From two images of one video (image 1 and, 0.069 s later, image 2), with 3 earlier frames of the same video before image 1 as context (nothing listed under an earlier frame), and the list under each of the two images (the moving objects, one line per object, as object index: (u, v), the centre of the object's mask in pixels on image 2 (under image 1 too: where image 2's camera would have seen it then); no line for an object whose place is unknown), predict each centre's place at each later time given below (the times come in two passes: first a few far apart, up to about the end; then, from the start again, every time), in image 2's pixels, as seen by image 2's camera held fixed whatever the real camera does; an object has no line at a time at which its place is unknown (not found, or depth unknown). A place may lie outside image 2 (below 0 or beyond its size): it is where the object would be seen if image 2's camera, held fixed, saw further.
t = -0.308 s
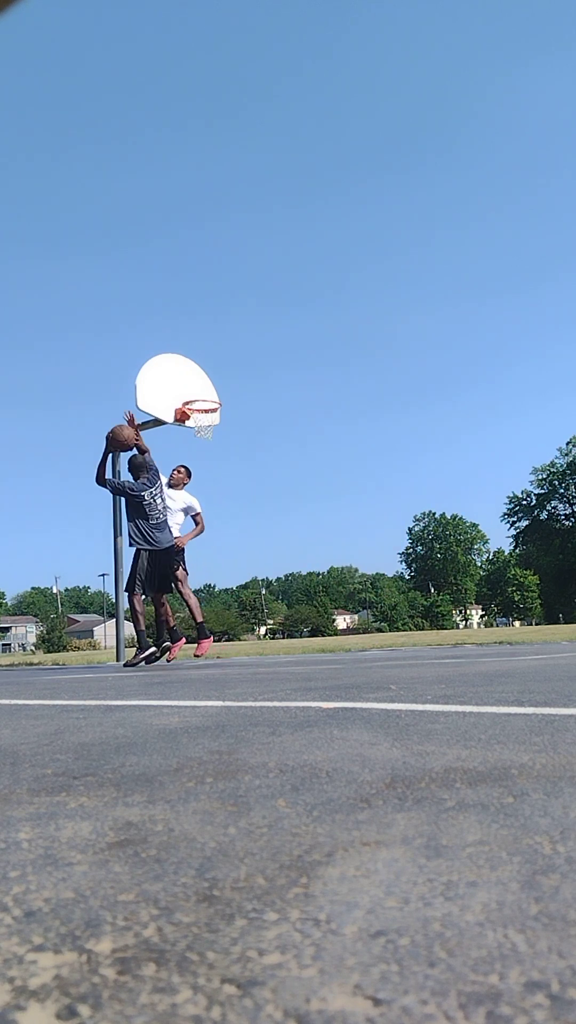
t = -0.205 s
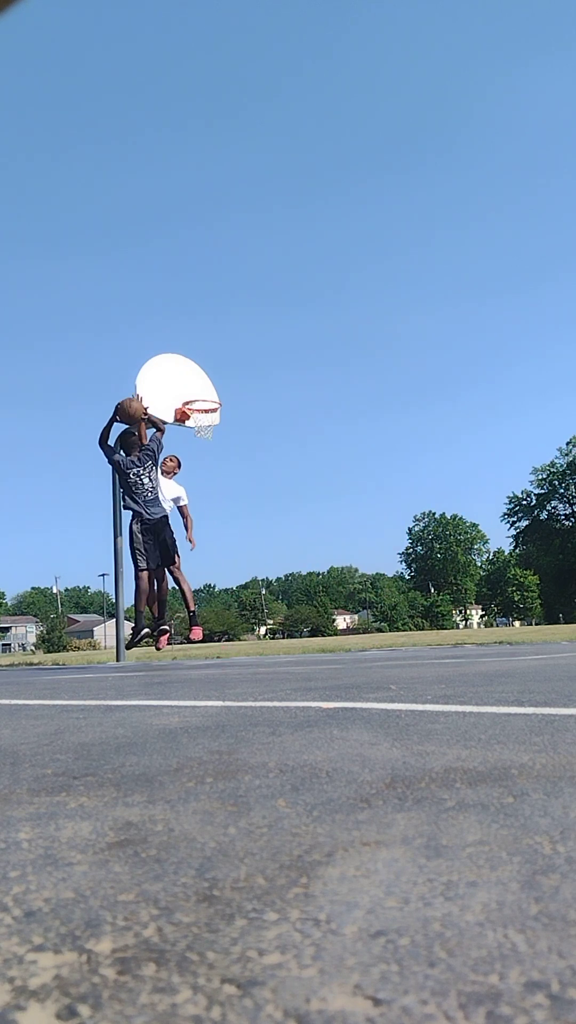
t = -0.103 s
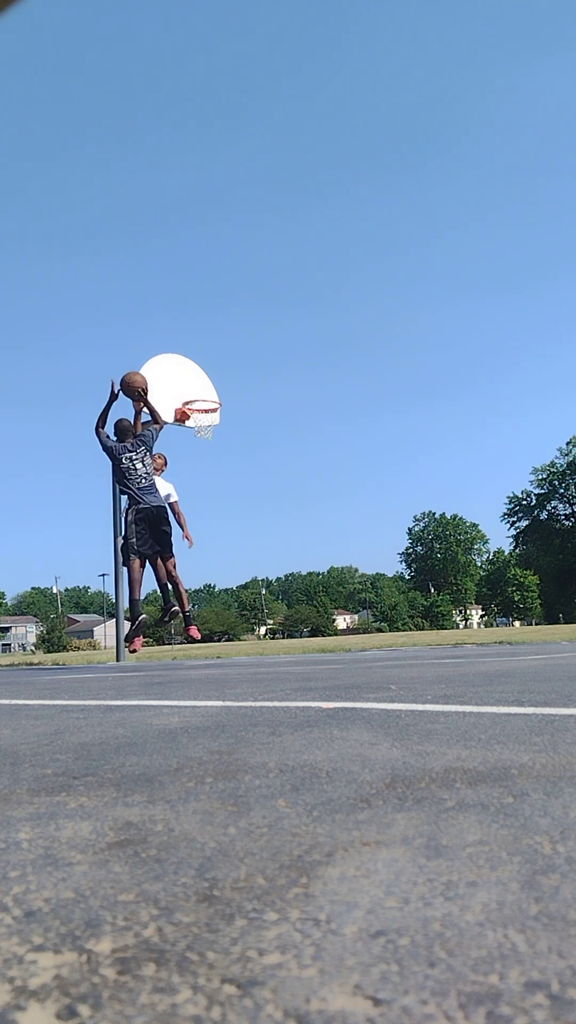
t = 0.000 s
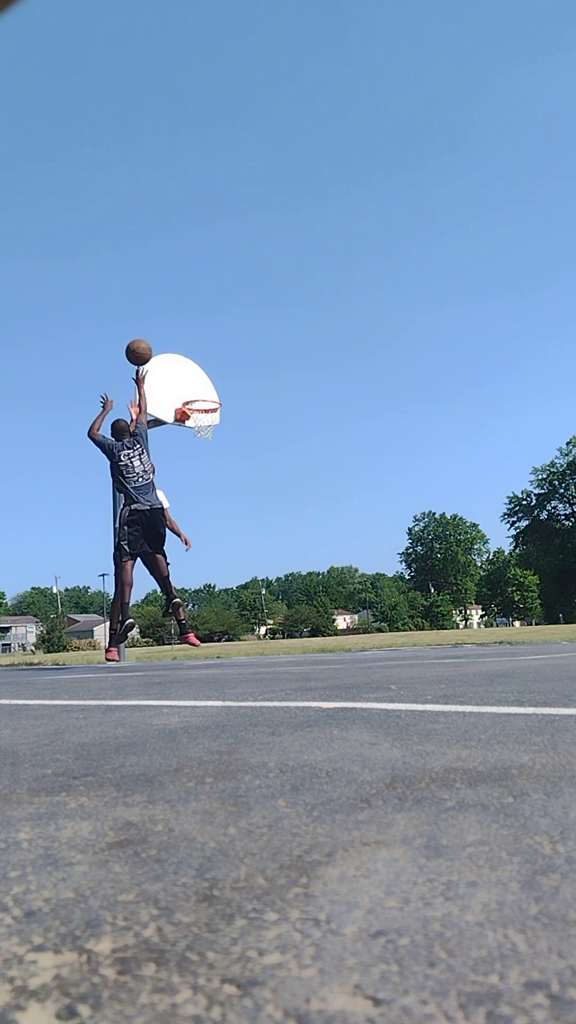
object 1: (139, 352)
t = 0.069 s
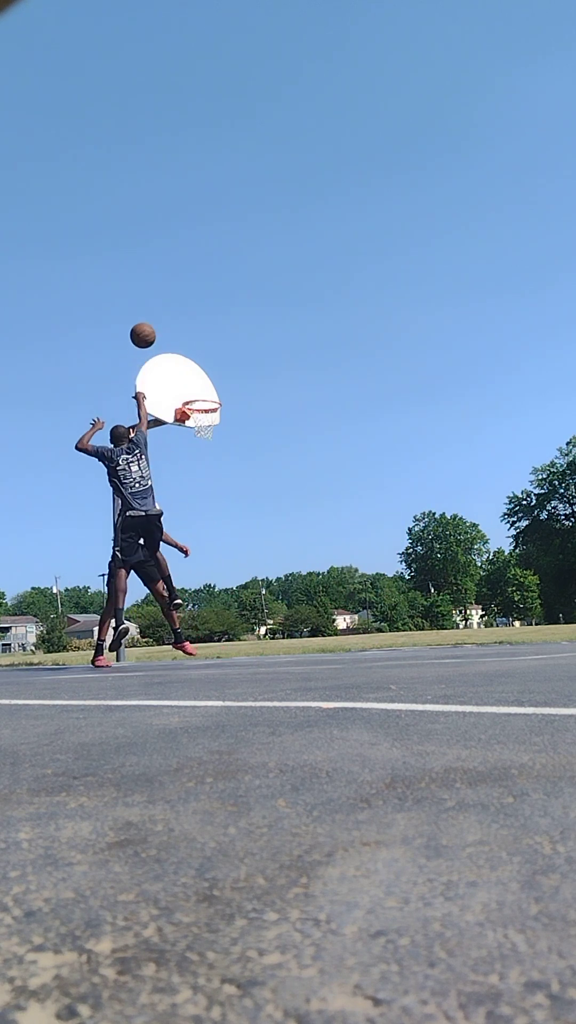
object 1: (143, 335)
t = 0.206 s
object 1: (150, 318)
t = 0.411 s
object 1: (160, 321)
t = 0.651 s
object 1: (172, 363)
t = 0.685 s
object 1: (180, 367)
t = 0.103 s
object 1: (145, 329)
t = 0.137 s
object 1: (146, 324)
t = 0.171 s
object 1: (148, 320)
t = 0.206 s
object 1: (150, 318)
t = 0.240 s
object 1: (151, 316)
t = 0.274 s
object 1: (153, 315)
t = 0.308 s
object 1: (155, 315)
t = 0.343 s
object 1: (156, 317)
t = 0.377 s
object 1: (158, 319)
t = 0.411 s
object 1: (160, 321)
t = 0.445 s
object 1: (161, 325)
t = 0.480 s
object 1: (163, 330)
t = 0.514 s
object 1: (164, 335)
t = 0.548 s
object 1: (166, 341)
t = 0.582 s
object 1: (168, 348)
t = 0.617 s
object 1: (169, 355)
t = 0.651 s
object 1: (172, 363)
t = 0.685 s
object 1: (180, 367)
